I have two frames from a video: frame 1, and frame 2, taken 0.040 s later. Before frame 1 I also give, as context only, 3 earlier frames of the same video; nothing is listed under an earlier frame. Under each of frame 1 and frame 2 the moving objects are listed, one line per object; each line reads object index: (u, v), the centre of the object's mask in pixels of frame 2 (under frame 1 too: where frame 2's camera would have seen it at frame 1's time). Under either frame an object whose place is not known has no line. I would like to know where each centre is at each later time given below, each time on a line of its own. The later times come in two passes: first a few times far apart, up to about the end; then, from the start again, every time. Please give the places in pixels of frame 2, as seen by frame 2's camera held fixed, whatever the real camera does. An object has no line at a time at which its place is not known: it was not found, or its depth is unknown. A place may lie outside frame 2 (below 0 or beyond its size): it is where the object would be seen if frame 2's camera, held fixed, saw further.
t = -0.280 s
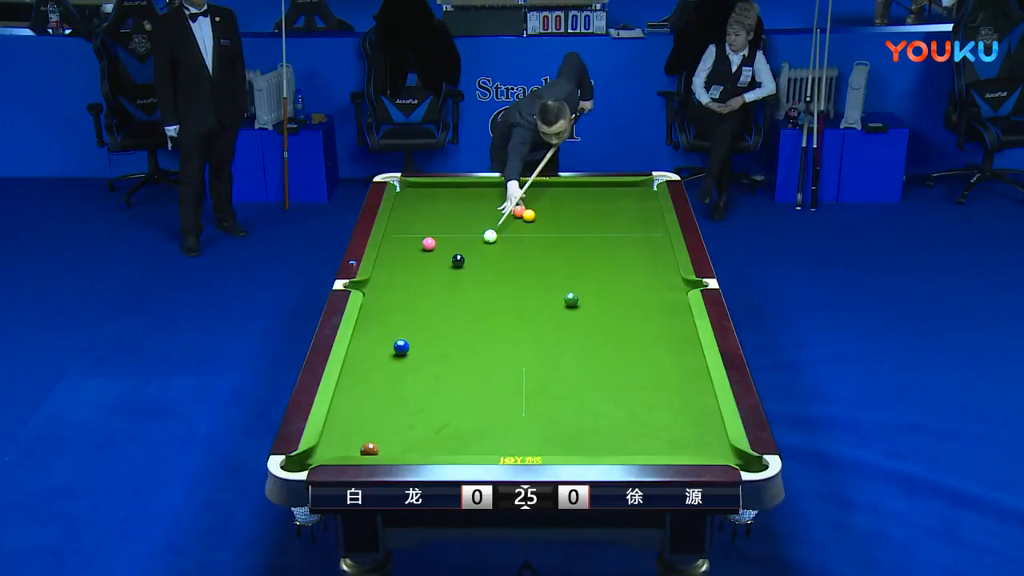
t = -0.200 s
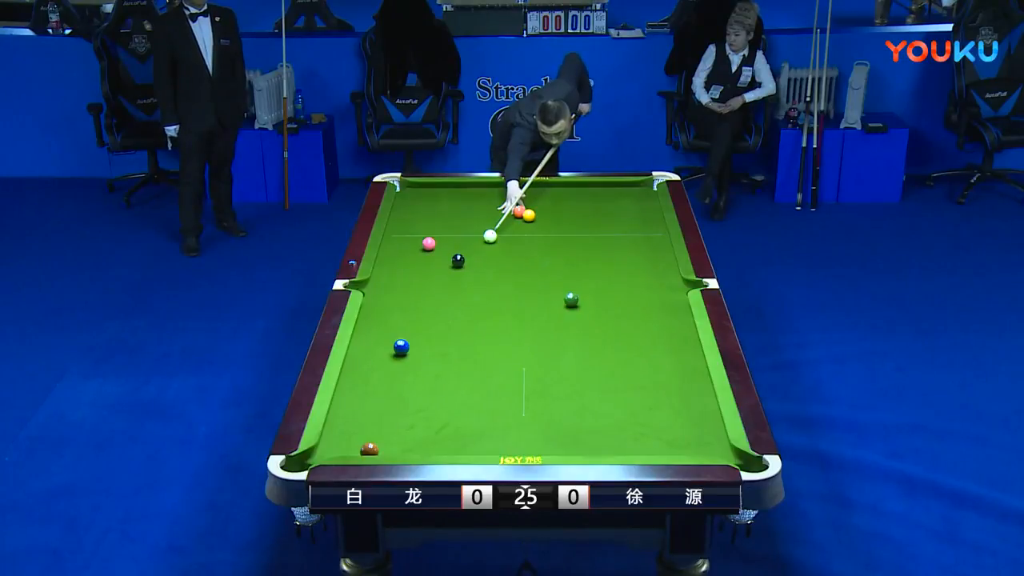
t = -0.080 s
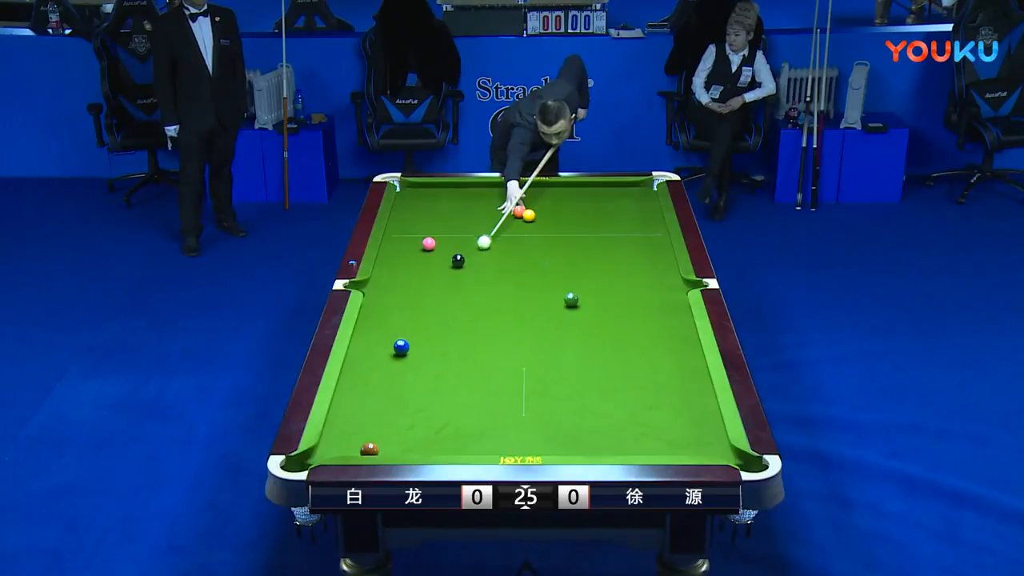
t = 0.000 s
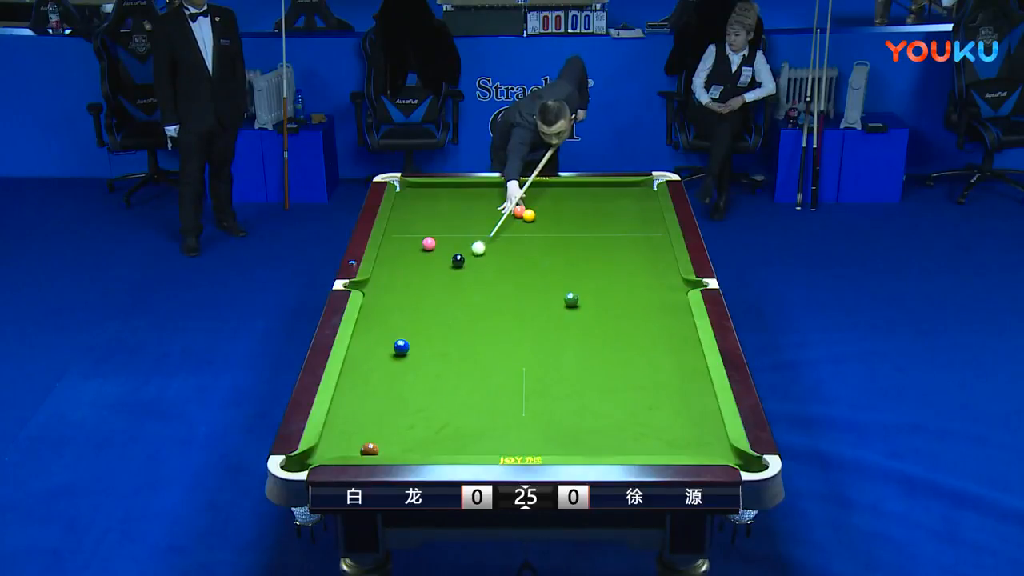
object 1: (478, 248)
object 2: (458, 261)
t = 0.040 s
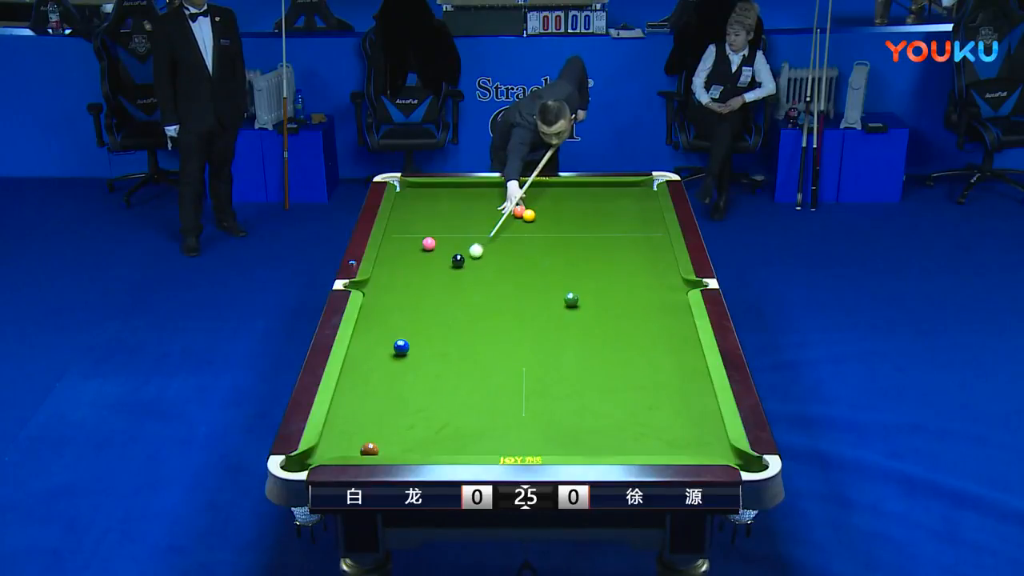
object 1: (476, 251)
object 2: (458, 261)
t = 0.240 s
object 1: (474, 262)
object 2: (447, 264)
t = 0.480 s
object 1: (480, 272)
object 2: (427, 269)
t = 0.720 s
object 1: (487, 282)
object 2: (410, 275)
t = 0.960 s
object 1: (494, 292)
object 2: (392, 280)
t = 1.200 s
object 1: (501, 302)
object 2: (376, 284)
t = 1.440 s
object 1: (507, 312)
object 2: (359, 288)
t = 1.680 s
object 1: (514, 322)
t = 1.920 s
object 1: (520, 331)
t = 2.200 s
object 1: (528, 342)
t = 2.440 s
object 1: (533, 350)
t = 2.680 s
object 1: (539, 358)
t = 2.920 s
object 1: (544, 366)
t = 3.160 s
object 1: (549, 374)
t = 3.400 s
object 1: (554, 381)
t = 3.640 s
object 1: (558, 387)
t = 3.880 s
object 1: (562, 393)
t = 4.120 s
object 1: (566, 398)
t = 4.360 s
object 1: (570, 403)
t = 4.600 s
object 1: (573, 407)
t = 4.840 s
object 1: (575, 411)
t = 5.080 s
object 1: (578, 413)
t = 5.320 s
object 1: (580, 415)
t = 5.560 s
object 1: (581, 417)
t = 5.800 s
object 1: (582, 417)
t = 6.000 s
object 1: (582, 417)
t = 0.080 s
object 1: (473, 253)
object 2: (458, 261)
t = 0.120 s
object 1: (471, 256)
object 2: (457, 261)
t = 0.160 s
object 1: (471, 259)
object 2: (454, 262)
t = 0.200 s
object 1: (472, 260)
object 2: (450, 263)
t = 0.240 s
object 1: (474, 262)
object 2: (447, 264)
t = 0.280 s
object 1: (475, 263)
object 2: (444, 264)
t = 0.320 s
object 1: (476, 265)
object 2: (440, 266)
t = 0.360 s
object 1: (477, 267)
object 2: (437, 267)
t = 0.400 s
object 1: (478, 269)
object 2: (434, 268)
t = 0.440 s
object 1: (479, 270)
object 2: (431, 268)
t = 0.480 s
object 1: (480, 272)
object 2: (427, 269)
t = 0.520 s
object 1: (481, 274)
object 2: (425, 270)
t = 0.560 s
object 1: (482, 276)
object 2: (422, 271)
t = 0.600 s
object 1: (484, 277)
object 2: (419, 272)
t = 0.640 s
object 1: (485, 279)
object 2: (415, 273)
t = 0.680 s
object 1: (486, 281)
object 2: (412, 274)
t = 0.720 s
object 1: (487, 282)
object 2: (410, 275)
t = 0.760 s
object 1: (488, 284)
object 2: (407, 276)
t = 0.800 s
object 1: (489, 286)
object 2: (404, 277)
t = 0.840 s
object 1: (490, 288)
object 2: (401, 277)
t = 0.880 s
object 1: (491, 289)
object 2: (398, 278)
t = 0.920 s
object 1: (493, 291)
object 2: (395, 279)
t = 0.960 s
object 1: (494, 292)
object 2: (392, 280)
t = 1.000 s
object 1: (495, 294)
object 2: (389, 281)
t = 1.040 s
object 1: (496, 296)
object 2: (386, 281)
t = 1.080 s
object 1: (497, 298)
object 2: (384, 283)
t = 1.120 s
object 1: (498, 299)
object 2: (381, 283)
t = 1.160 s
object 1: (500, 301)
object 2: (378, 283)
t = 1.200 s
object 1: (501, 302)
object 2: (376, 284)
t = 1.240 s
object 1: (502, 304)
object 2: (373, 285)
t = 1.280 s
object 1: (503, 306)
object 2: (371, 286)
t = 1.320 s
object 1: (504, 307)
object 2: (368, 287)
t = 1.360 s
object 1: (505, 309)
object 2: (366, 288)
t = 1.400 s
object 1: (506, 310)
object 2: (363, 288)
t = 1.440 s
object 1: (507, 312)
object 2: (359, 288)
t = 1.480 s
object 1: (509, 314)
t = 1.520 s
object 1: (510, 316)
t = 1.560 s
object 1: (511, 317)
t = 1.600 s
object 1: (512, 319)
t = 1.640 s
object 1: (513, 320)
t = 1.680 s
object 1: (514, 322)
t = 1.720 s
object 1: (515, 323)
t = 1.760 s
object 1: (516, 325)
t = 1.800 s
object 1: (517, 327)
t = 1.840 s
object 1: (518, 328)
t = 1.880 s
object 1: (519, 329)
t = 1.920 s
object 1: (520, 331)
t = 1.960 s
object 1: (522, 332)
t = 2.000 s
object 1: (523, 334)
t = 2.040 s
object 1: (524, 336)
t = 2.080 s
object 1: (525, 337)
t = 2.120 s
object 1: (526, 339)
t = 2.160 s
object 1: (527, 340)
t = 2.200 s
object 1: (528, 342)
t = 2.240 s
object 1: (529, 343)
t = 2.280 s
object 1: (530, 344)
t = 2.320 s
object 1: (531, 346)
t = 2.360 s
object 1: (532, 348)
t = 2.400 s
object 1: (533, 349)
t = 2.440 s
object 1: (533, 350)
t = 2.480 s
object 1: (534, 352)
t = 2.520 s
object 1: (535, 353)
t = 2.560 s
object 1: (536, 354)
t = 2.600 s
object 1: (537, 355)
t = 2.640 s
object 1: (538, 357)
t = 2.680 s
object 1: (539, 358)
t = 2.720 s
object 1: (540, 360)
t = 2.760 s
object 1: (541, 361)
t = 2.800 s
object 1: (542, 362)
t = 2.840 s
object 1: (542, 364)
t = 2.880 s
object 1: (544, 365)
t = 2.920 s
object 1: (544, 366)
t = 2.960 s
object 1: (545, 367)
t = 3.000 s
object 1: (546, 369)
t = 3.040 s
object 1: (547, 370)
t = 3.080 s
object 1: (548, 371)
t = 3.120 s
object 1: (548, 373)
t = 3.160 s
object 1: (549, 374)
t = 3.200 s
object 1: (550, 375)
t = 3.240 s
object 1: (551, 376)
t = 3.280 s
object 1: (552, 377)
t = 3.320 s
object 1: (552, 379)
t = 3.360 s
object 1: (553, 380)
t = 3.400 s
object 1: (554, 381)
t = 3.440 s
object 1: (555, 382)
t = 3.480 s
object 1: (556, 383)
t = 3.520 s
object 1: (556, 384)
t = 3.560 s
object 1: (557, 385)
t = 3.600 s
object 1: (558, 386)
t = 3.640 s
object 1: (558, 387)
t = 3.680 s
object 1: (559, 388)
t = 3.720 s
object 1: (560, 389)
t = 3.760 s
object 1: (561, 390)
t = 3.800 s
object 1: (561, 391)
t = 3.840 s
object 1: (562, 392)
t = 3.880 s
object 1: (562, 393)
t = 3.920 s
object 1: (563, 394)
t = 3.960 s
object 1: (564, 395)
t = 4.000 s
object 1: (564, 396)
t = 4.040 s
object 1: (565, 397)
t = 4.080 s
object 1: (565, 398)
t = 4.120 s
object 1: (566, 398)
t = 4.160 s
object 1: (567, 399)
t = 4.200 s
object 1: (567, 400)
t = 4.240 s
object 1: (568, 401)
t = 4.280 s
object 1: (568, 401)
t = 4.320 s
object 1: (569, 402)
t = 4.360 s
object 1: (570, 403)
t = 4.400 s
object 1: (570, 404)
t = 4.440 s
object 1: (571, 404)
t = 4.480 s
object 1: (571, 405)
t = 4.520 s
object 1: (572, 406)
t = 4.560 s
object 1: (572, 407)
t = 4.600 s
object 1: (573, 407)
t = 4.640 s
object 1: (573, 407)
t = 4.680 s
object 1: (574, 408)
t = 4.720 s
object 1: (574, 409)
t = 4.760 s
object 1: (575, 410)
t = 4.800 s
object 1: (575, 410)
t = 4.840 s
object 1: (575, 411)
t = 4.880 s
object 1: (576, 411)
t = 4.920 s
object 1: (576, 412)
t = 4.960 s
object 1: (577, 412)
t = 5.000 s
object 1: (577, 412)
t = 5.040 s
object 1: (578, 413)
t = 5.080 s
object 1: (578, 413)
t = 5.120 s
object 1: (578, 414)
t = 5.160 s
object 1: (579, 414)
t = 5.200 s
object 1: (579, 414)
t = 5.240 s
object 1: (579, 415)
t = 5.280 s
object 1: (580, 415)
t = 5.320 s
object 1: (580, 415)
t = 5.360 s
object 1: (580, 416)
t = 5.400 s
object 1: (580, 416)
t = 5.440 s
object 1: (581, 416)
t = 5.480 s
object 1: (581, 416)
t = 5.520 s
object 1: (581, 416)
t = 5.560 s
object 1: (581, 417)
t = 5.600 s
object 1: (581, 417)
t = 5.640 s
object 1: (581, 417)
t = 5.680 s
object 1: (581, 417)
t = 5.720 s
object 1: (581, 417)
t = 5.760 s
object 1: (582, 417)
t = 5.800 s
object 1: (582, 417)
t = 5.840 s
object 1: (582, 417)
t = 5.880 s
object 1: (582, 417)
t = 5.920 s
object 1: (582, 417)
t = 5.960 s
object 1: (582, 417)
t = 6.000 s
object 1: (582, 417)
